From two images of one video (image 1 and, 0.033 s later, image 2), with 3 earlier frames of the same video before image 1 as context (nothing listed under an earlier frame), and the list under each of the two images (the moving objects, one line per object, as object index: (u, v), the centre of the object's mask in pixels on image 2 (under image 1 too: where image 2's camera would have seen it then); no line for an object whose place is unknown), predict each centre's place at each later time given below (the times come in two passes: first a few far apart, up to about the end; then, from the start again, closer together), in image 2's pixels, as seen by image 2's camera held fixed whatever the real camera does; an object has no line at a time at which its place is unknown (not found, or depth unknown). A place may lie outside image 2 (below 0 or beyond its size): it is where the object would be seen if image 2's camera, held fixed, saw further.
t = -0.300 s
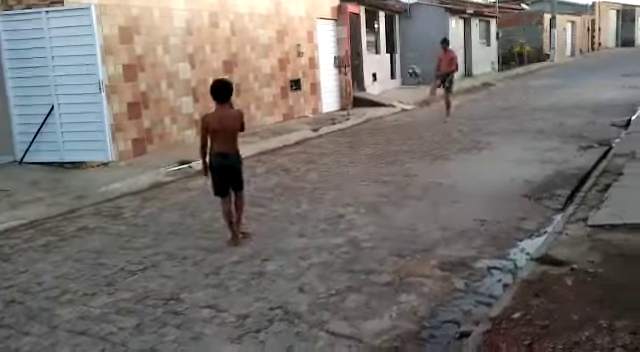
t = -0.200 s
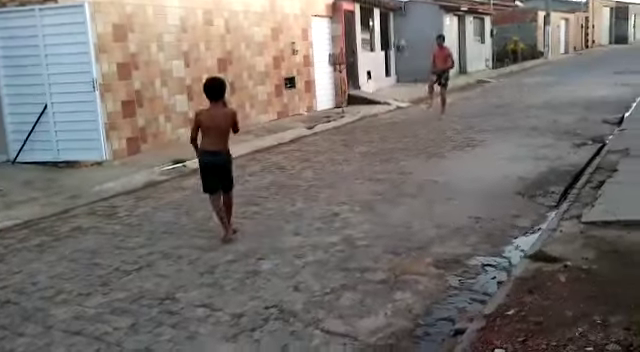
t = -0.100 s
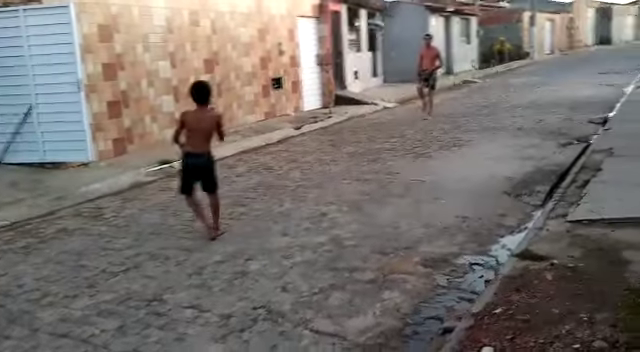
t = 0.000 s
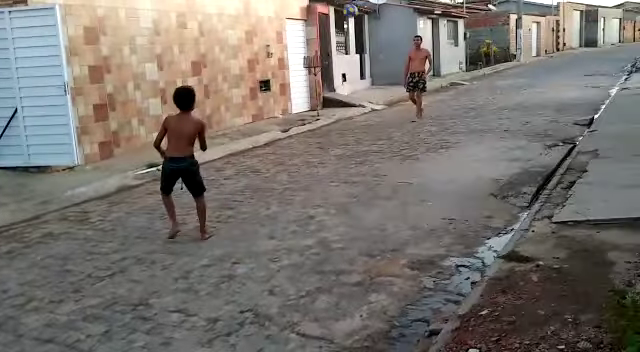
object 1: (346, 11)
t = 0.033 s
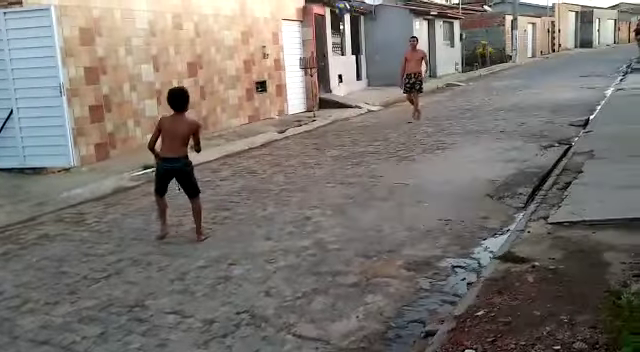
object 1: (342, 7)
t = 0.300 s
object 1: (307, 0)
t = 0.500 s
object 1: (275, 28)
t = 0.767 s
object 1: (230, 132)
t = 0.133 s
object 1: (328, 0)
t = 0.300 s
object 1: (307, 0)
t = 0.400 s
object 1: (291, 9)
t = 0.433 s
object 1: (285, 14)
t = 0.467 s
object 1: (280, 21)
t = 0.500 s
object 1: (275, 28)
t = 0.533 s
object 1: (269, 37)
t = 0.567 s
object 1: (264, 48)
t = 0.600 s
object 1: (260, 57)
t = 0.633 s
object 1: (253, 70)
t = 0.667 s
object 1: (247, 84)
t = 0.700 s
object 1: (241, 100)
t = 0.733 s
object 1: (236, 115)
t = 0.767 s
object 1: (230, 132)
